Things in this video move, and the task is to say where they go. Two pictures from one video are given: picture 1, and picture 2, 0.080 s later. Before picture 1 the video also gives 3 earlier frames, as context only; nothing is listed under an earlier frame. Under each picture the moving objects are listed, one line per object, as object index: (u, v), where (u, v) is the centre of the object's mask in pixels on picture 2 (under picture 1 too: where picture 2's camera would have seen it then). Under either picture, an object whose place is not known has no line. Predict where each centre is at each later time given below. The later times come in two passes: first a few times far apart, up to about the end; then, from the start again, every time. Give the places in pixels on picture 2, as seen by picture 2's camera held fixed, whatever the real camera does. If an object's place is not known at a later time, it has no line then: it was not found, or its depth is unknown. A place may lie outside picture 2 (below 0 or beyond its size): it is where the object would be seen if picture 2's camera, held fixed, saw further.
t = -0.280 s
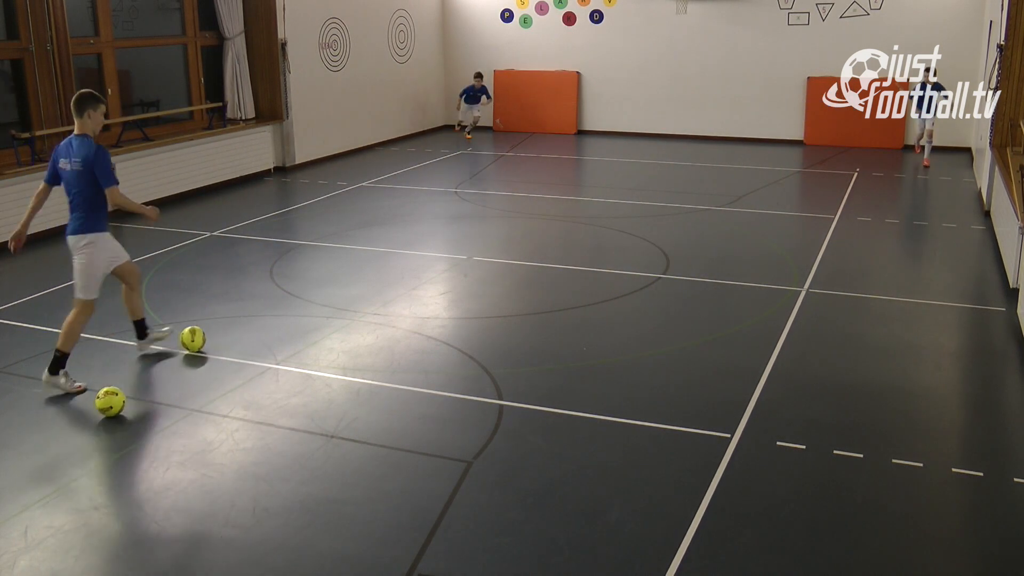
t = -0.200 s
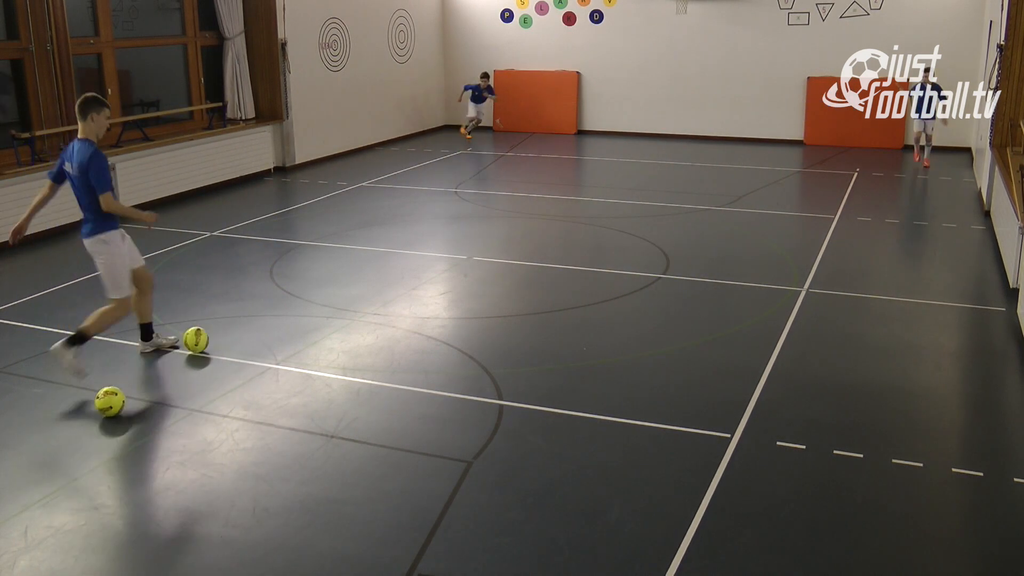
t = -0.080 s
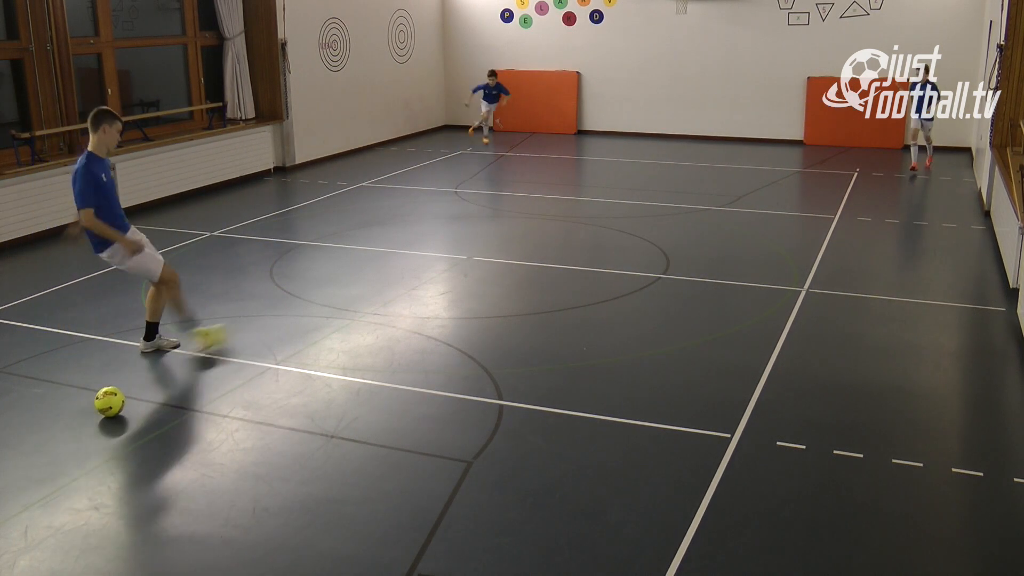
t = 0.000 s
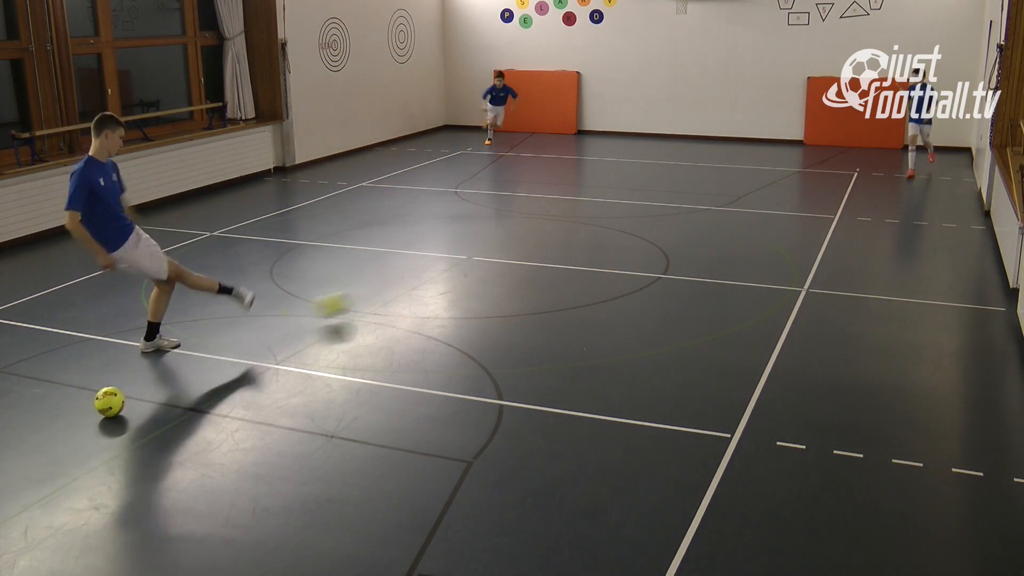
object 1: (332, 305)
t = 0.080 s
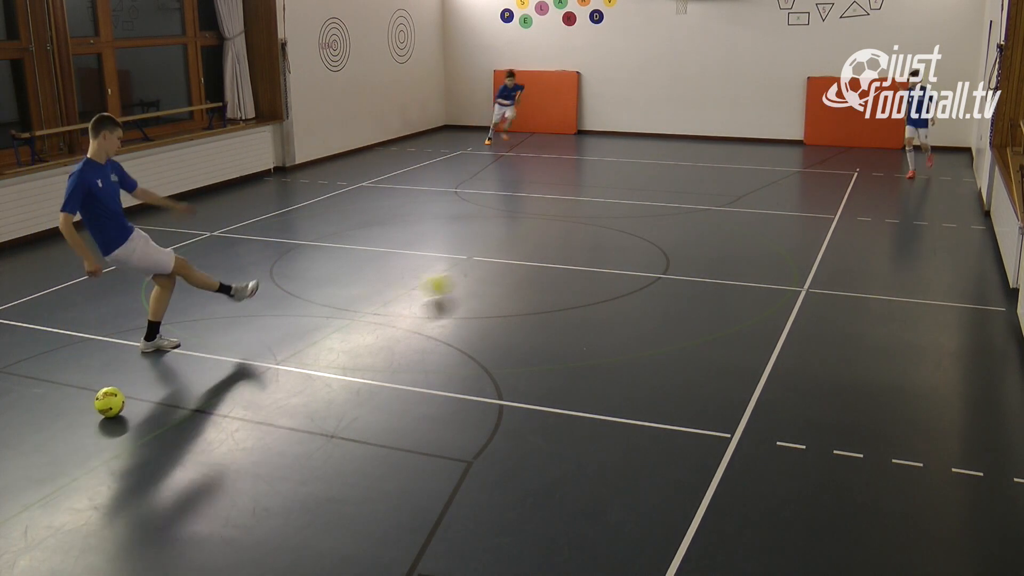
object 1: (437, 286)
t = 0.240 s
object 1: (595, 250)
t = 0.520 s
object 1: (768, 210)
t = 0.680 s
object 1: (834, 195)
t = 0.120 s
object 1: (482, 274)
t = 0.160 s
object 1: (523, 263)
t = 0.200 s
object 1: (560, 256)
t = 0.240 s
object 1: (595, 250)
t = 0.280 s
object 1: (626, 242)
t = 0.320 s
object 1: (655, 236)
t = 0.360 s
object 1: (681, 230)
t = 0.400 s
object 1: (706, 225)
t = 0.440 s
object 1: (728, 220)
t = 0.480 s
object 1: (749, 215)
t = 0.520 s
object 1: (768, 210)
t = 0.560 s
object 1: (786, 206)
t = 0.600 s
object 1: (803, 203)
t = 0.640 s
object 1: (820, 198)
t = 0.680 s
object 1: (834, 195)
